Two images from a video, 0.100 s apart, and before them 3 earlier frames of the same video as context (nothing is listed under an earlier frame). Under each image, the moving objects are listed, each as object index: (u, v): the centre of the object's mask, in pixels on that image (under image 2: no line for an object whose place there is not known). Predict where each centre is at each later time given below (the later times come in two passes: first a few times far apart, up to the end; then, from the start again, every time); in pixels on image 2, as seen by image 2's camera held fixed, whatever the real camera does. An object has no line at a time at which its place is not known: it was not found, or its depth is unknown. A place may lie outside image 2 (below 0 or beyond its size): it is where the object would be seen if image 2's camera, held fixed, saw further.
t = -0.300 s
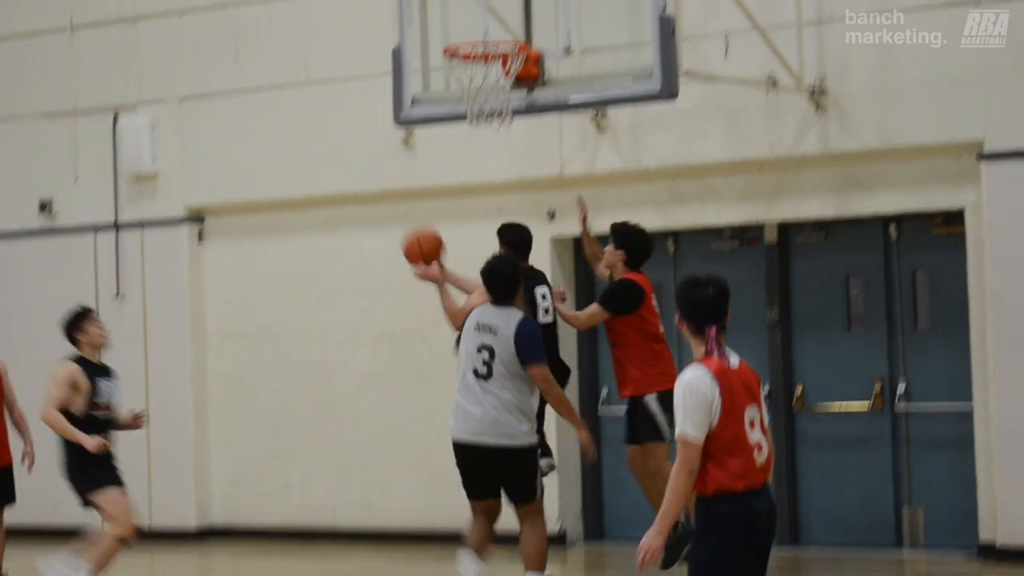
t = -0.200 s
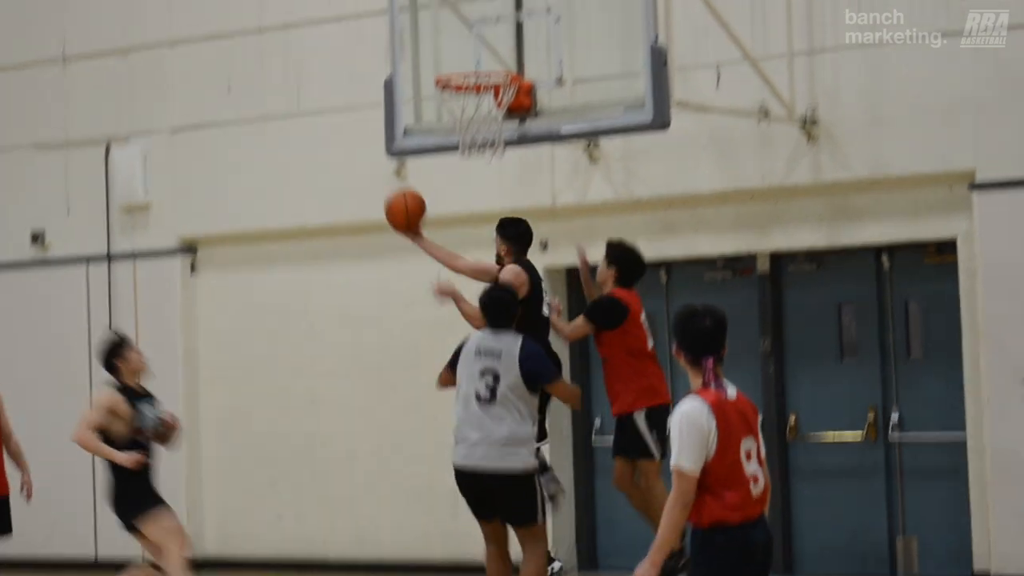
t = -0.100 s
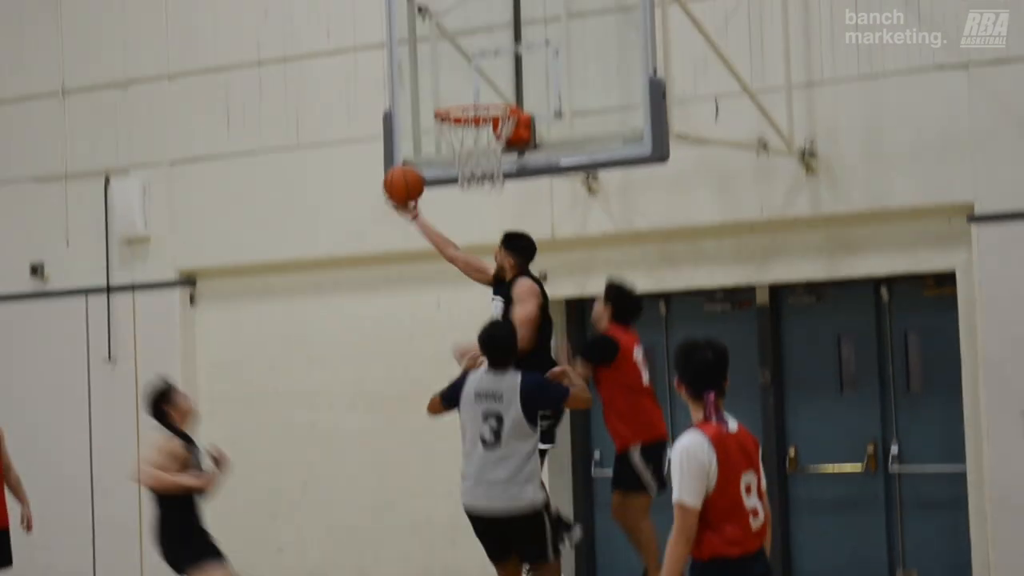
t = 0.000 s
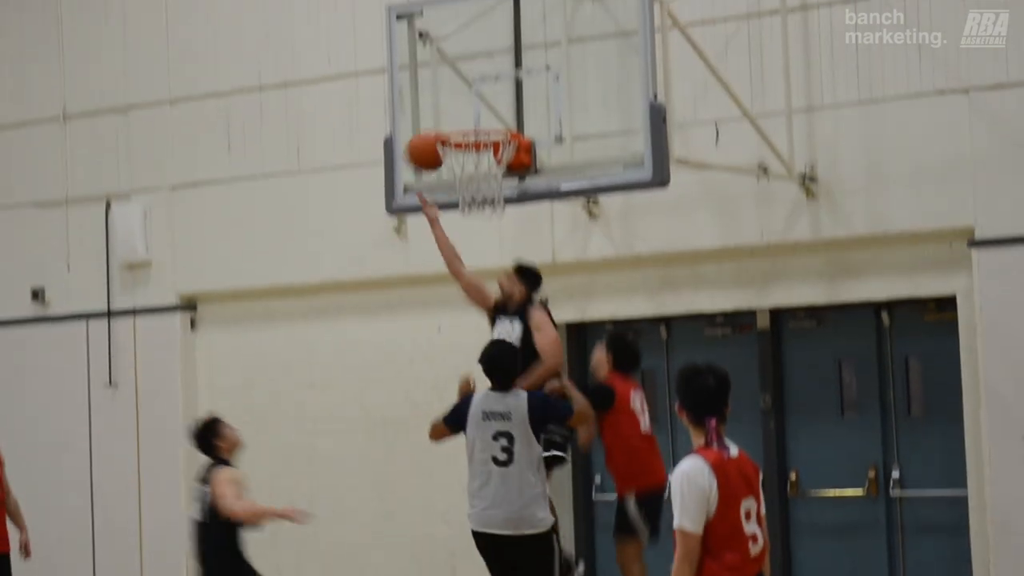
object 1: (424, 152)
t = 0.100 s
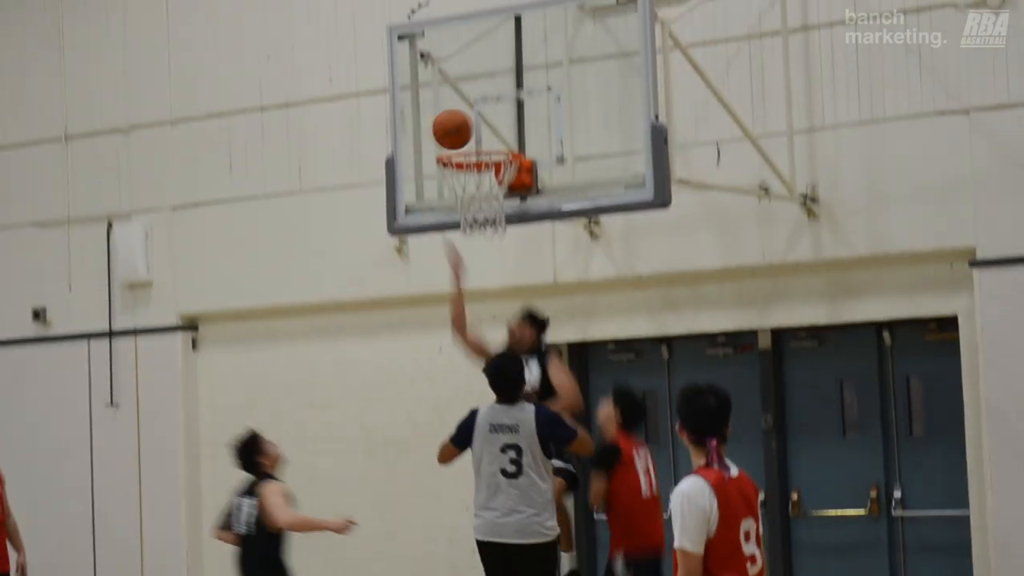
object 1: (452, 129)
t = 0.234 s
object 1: (452, 108)
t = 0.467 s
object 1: (454, 138)
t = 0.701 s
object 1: (510, 183)
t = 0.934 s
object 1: (499, 217)
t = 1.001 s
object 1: (491, 243)
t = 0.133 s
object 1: (452, 121)
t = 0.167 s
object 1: (452, 115)
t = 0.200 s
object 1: (452, 110)
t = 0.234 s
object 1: (452, 108)
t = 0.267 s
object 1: (452, 107)
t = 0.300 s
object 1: (452, 108)
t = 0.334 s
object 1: (452, 111)
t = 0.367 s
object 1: (453, 116)
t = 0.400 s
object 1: (453, 122)
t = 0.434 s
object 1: (453, 131)
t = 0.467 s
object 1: (454, 138)
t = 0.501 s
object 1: (462, 140)
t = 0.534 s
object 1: (472, 148)
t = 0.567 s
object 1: (482, 160)
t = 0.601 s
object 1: (489, 172)
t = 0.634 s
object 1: (501, 178)
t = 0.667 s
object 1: (506, 182)
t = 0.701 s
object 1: (510, 183)
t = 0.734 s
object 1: (511, 185)
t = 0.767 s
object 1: (510, 187)
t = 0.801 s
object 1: (510, 189)
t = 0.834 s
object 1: (508, 195)
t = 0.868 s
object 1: (505, 202)
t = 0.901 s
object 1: (502, 209)
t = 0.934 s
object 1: (499, 217)
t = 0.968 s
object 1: (495, 229)
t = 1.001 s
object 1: (491, 243)
